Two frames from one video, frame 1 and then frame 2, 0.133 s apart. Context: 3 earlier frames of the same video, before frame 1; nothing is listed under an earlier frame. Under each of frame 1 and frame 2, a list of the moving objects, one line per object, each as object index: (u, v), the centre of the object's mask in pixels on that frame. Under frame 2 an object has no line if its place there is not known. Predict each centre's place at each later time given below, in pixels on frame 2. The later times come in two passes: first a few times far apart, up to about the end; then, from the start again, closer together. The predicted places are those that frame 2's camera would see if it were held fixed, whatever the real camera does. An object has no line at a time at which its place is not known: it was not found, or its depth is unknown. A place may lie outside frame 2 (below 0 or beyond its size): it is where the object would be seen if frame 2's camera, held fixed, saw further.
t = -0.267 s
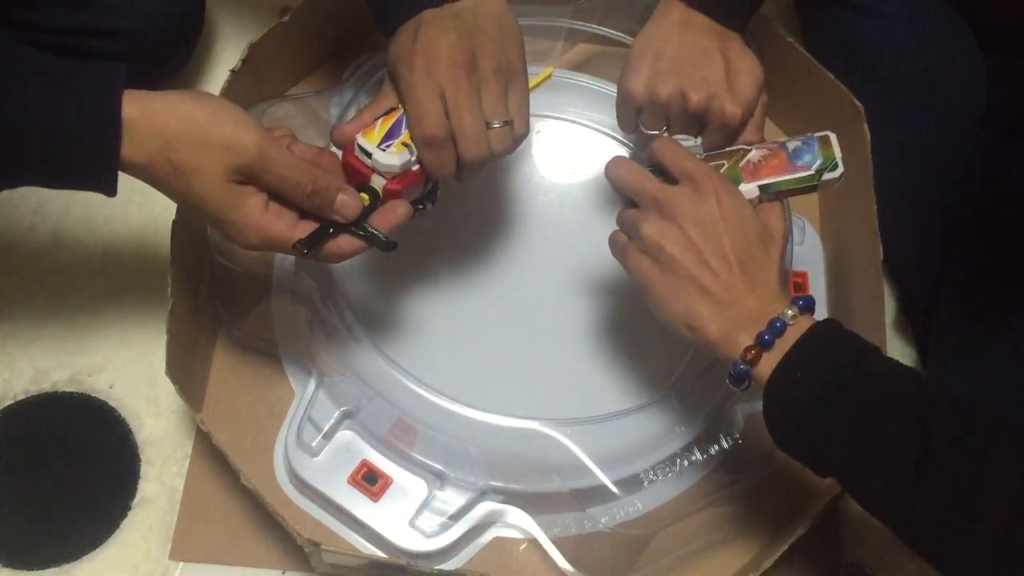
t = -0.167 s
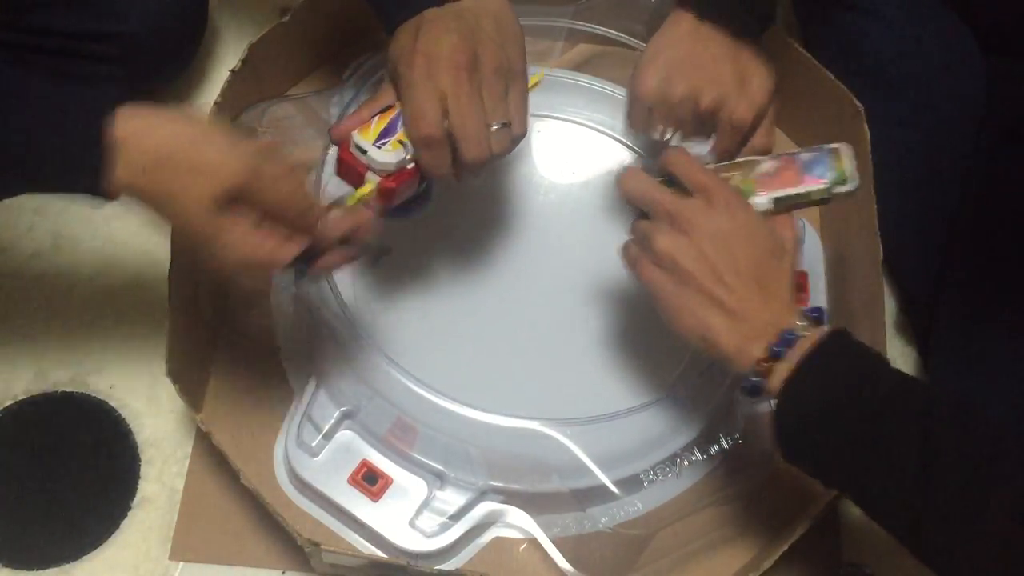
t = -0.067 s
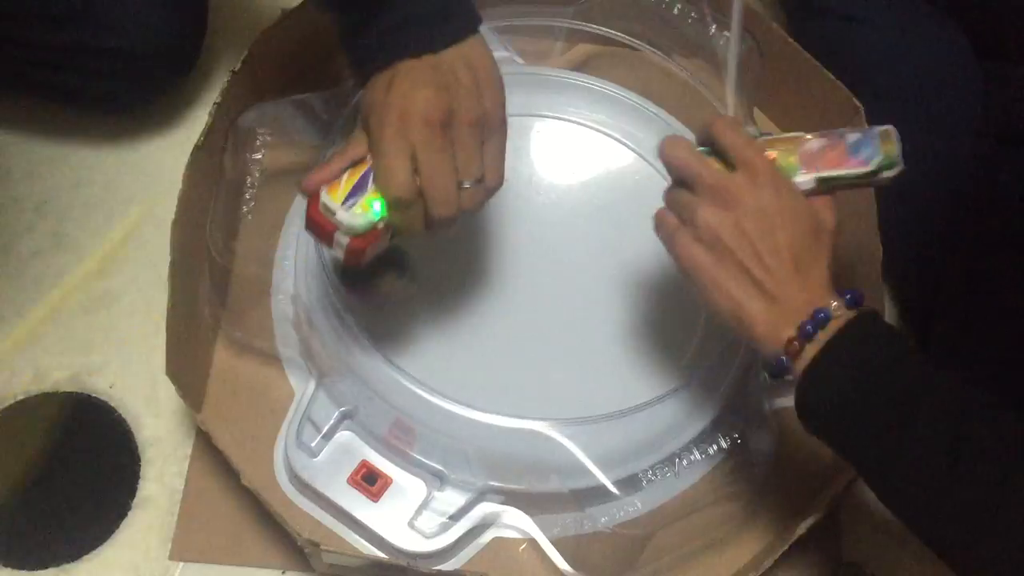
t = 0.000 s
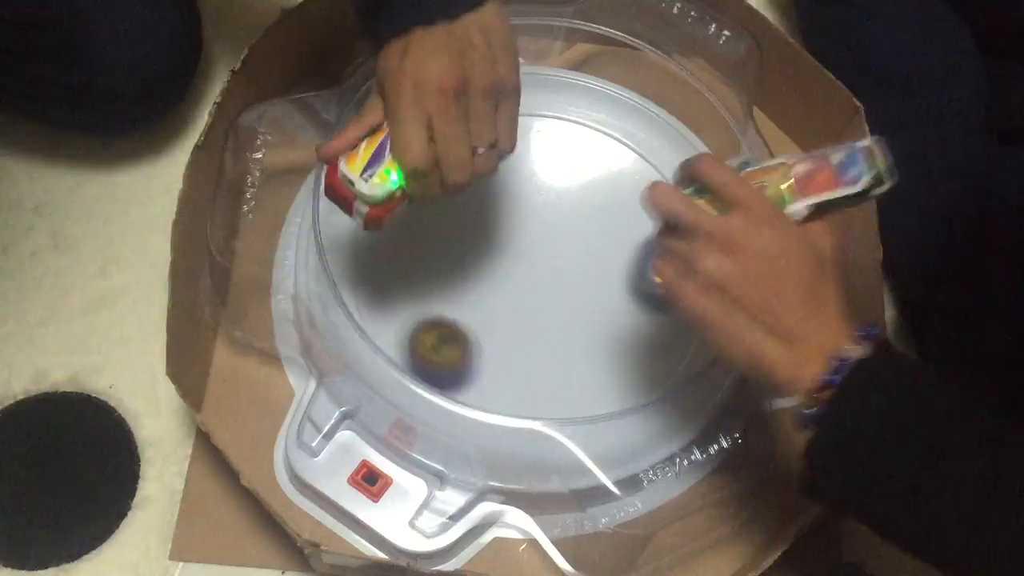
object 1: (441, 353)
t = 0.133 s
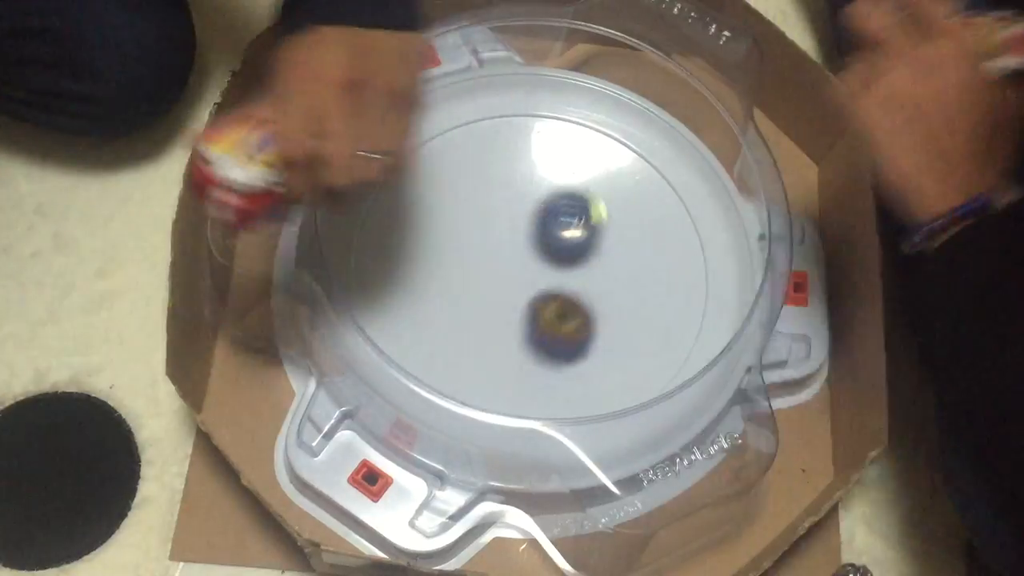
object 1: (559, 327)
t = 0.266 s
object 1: (596, 216)
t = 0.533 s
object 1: (372, 144)
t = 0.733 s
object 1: (495, 384)
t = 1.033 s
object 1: (606, 76)
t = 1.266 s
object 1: (459, 350)
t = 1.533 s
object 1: (721, 479)
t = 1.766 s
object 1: (718, 479)
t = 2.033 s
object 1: (719, 478)
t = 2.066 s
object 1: (719, 478)
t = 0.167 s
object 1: (579, 305)
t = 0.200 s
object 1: (592, 277)
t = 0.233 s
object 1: (596, 246)
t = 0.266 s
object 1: (596, 216)
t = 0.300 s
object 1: (590, 186)
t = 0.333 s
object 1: (572, 152)
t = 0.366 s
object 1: (548, 121)
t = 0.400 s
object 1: (518, 96)
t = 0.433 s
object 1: (483, 82)
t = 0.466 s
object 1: (449, 98)
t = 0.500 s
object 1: (408, 111)
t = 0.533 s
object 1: (372, 144)
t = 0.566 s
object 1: (347, 186)
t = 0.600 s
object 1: (323, 234)
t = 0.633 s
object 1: (316, 281)
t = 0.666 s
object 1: (358, 332)
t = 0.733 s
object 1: (495, 384)
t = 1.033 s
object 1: (606, 76)
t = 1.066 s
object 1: (570, 76)
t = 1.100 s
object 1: (547, 114)
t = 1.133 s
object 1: (517, 159)
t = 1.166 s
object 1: (489, 202)
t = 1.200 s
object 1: (466, 252)
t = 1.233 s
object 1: (456, 301)
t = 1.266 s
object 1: (459, 350)
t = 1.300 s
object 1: (472, 390)
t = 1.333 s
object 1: (503, 426)
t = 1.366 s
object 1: (541, 442)
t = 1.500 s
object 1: (706, 488)
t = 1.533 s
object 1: (721, 479)
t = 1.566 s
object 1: (719, 481)
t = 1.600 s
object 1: (715, 490)
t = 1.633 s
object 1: (713, 492)
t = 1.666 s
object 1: (714, 491)
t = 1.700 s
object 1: (716, 485)
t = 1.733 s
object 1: (717, 481)
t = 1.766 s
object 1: (718, 479)
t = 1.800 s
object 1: (719, 479)
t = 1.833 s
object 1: (719, 479)
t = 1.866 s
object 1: (719, 478)
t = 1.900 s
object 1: (719, 477)
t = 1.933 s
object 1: (719, 477)
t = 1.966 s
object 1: (719, 478)
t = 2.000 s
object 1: (719, 478)
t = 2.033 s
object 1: (719, 478)
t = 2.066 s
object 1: (719, 478)
